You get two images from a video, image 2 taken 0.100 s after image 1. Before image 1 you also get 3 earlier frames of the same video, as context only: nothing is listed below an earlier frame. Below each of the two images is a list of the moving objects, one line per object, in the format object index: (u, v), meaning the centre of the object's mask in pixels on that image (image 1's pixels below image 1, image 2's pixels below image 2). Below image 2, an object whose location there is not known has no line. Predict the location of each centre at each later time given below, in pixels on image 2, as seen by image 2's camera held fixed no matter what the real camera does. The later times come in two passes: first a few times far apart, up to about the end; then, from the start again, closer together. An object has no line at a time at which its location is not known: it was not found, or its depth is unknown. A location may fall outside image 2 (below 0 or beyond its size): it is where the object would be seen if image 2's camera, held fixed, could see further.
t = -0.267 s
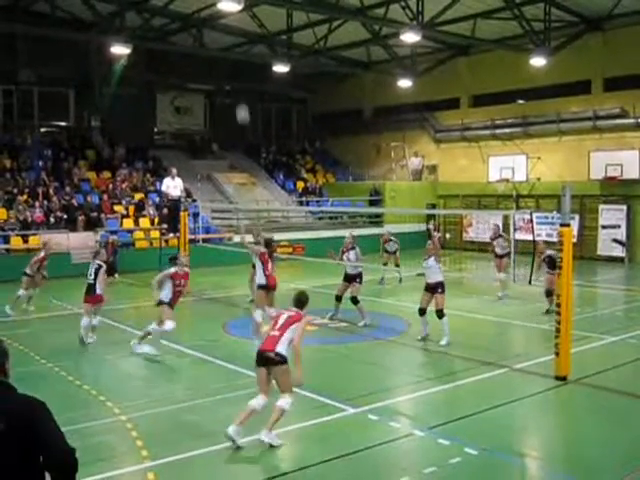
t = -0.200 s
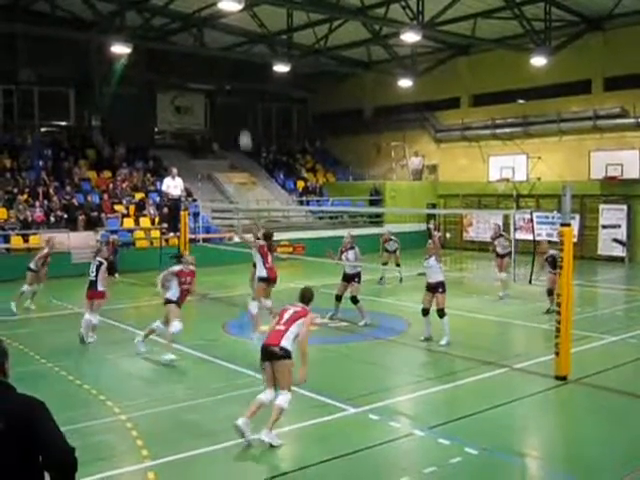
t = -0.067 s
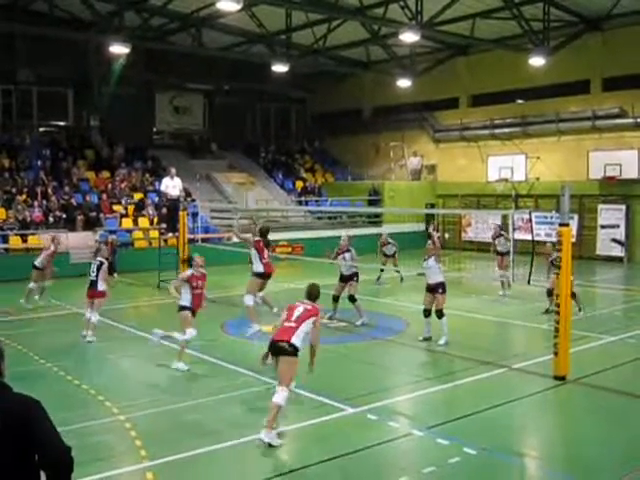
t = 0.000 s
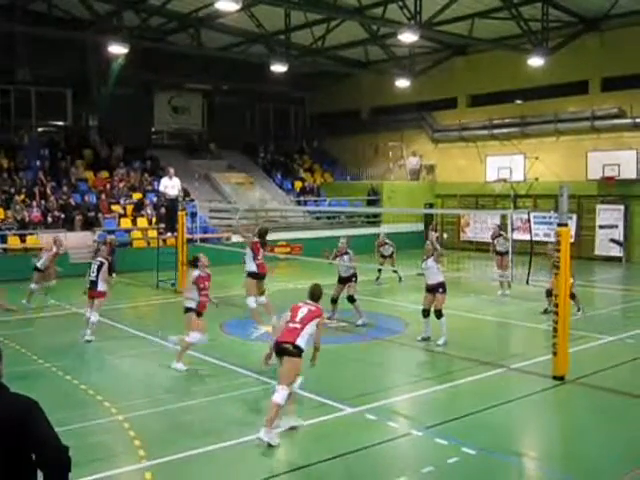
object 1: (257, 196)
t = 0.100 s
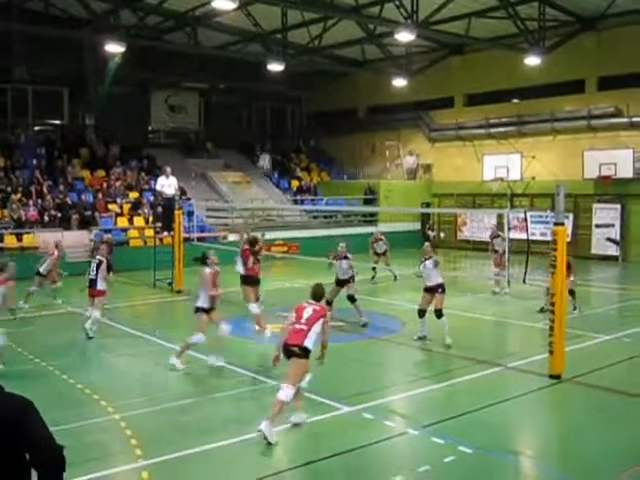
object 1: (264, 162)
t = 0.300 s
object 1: (291, 110)
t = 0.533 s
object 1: (322, 81)
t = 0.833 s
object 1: (363, 97)
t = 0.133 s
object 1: (268, 152)
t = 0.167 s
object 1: (273, 141)
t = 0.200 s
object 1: (277, 133)
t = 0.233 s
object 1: (282, 125)
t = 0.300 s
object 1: (291, 110)
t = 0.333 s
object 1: (296, 103)
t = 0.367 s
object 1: (300, 98)
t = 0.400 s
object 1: (304, 93)
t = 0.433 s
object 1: (309, 89)
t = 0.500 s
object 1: (318, 83)
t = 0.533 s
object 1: (322, 81)
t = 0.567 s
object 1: (327, 80)
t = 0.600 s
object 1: (331, 80)
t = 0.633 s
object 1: (335, 80)
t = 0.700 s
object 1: (345, 83)
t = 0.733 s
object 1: (349, 85)
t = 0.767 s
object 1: (354, 89)
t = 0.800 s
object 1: (358, 93)
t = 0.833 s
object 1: (363, 97)
